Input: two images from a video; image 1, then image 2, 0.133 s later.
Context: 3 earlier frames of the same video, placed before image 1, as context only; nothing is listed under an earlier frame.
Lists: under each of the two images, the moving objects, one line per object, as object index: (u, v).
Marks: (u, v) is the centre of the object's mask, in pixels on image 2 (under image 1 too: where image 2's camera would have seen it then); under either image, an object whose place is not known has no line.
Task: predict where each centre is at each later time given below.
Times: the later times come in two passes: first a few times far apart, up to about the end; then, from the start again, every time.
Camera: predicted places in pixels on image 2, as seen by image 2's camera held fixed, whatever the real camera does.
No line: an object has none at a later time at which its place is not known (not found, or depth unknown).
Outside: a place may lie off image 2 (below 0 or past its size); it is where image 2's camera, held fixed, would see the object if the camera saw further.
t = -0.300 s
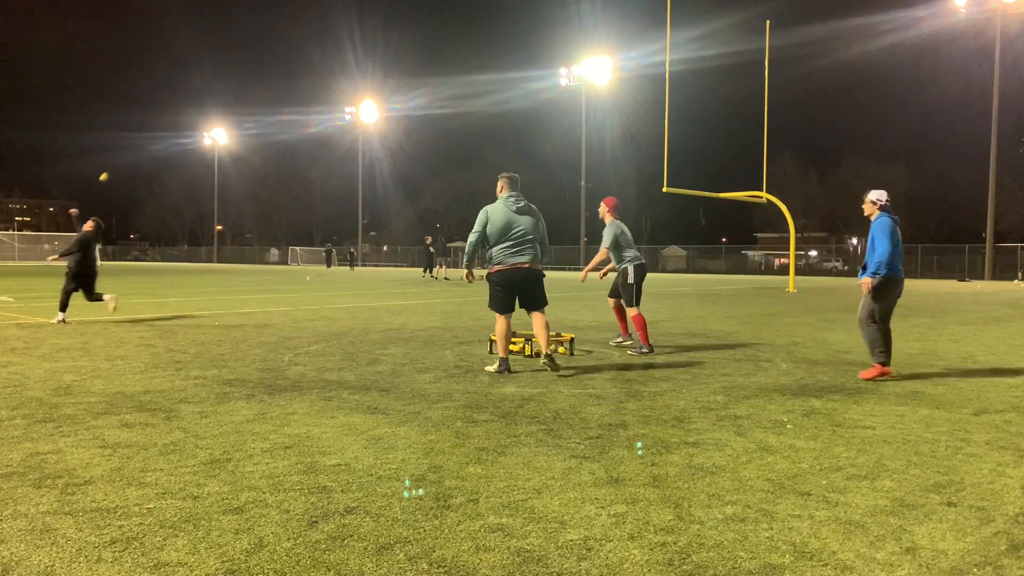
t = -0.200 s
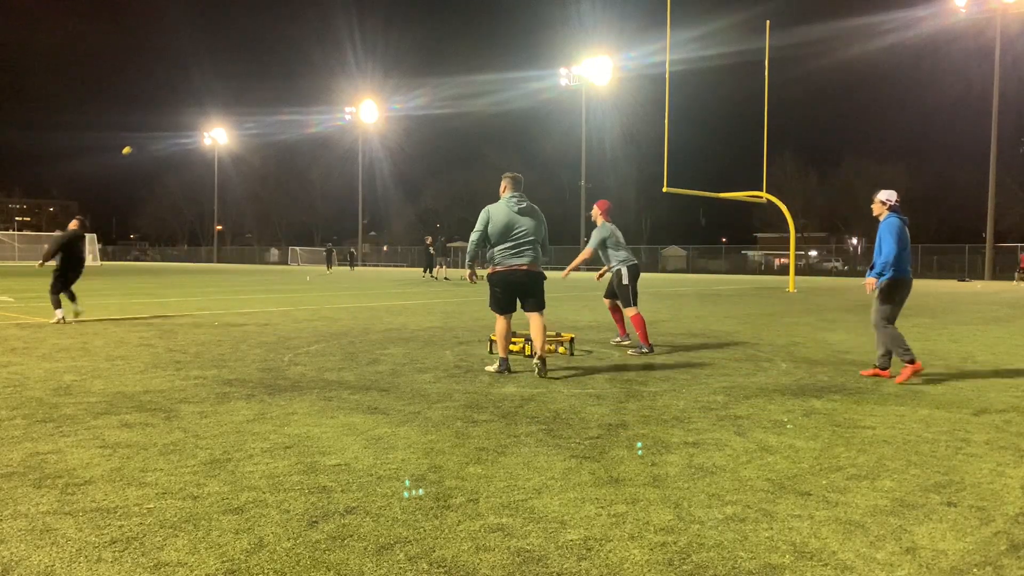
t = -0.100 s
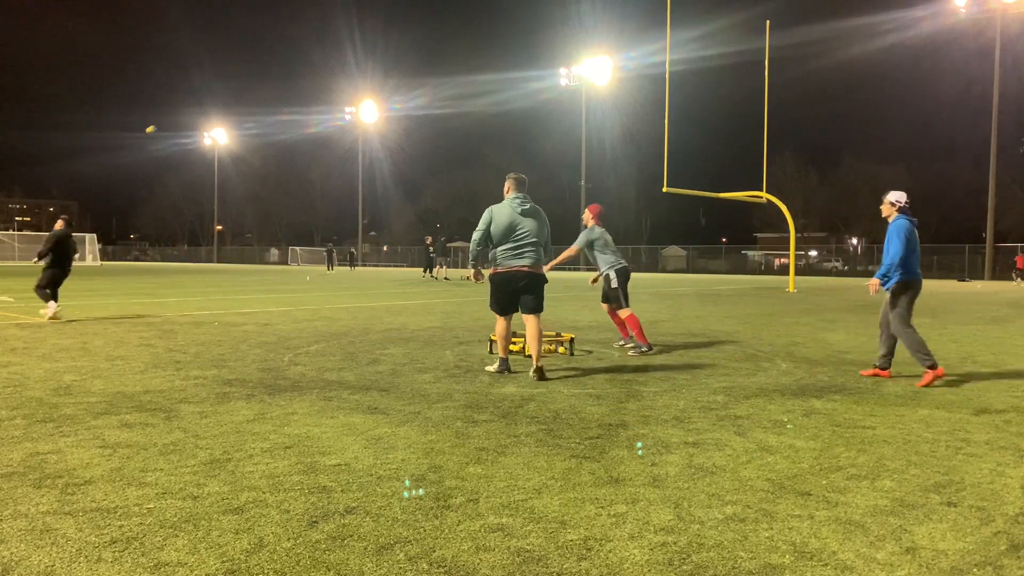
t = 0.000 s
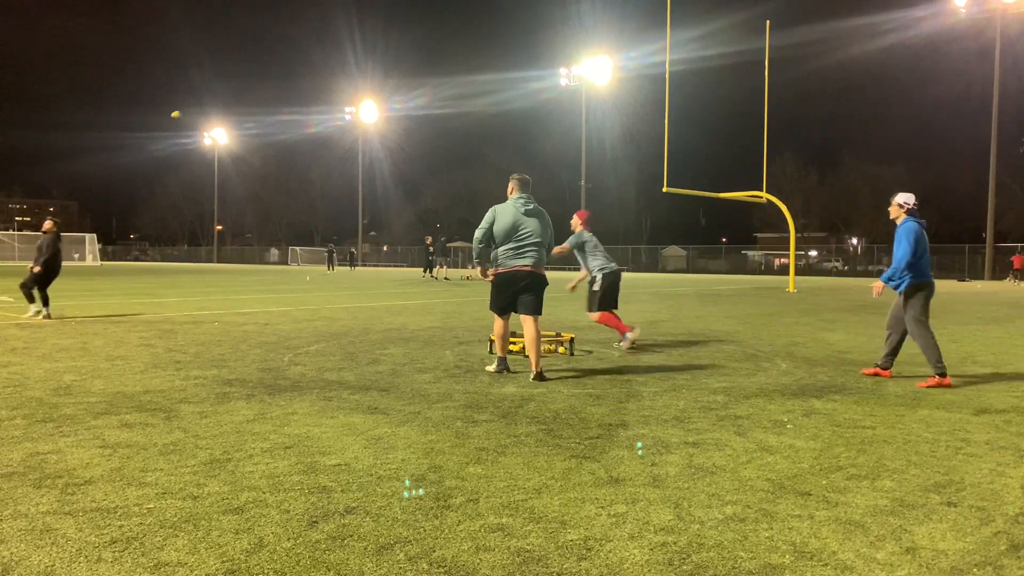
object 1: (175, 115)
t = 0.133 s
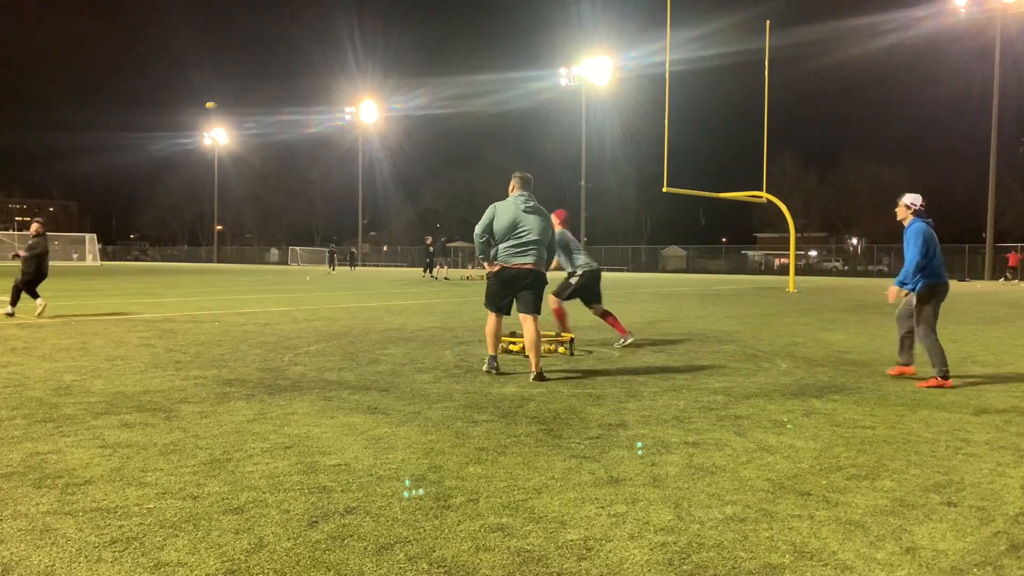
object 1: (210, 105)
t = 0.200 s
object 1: (229, 105)
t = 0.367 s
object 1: (276, 119)
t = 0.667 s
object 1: (372, 202)
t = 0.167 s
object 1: (219, 105)
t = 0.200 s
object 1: (229, 105)
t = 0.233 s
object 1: (238, 106)
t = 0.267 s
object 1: (247, 107)
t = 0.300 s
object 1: (257, 110)
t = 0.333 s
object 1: (267, 115)
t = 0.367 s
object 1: (276, 119)
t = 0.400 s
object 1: (286, 124)
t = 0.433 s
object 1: (297, 131)
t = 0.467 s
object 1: (307, 138)
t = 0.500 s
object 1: (318, 146)
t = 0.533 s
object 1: (328, 156)
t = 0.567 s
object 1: (339, 166)
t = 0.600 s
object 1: (350, 176)
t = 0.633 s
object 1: (361, 189)
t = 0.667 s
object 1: (372, 202)
